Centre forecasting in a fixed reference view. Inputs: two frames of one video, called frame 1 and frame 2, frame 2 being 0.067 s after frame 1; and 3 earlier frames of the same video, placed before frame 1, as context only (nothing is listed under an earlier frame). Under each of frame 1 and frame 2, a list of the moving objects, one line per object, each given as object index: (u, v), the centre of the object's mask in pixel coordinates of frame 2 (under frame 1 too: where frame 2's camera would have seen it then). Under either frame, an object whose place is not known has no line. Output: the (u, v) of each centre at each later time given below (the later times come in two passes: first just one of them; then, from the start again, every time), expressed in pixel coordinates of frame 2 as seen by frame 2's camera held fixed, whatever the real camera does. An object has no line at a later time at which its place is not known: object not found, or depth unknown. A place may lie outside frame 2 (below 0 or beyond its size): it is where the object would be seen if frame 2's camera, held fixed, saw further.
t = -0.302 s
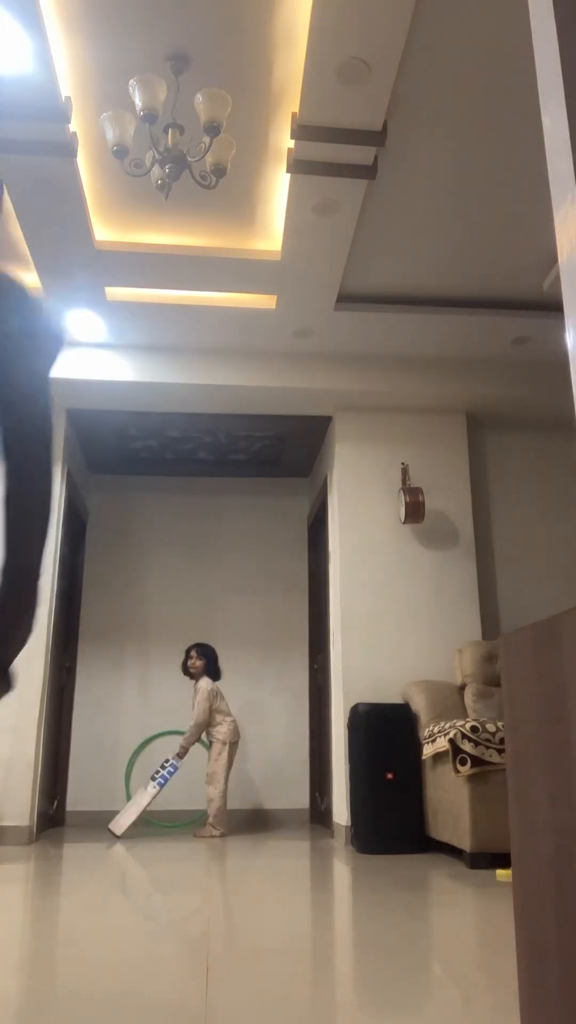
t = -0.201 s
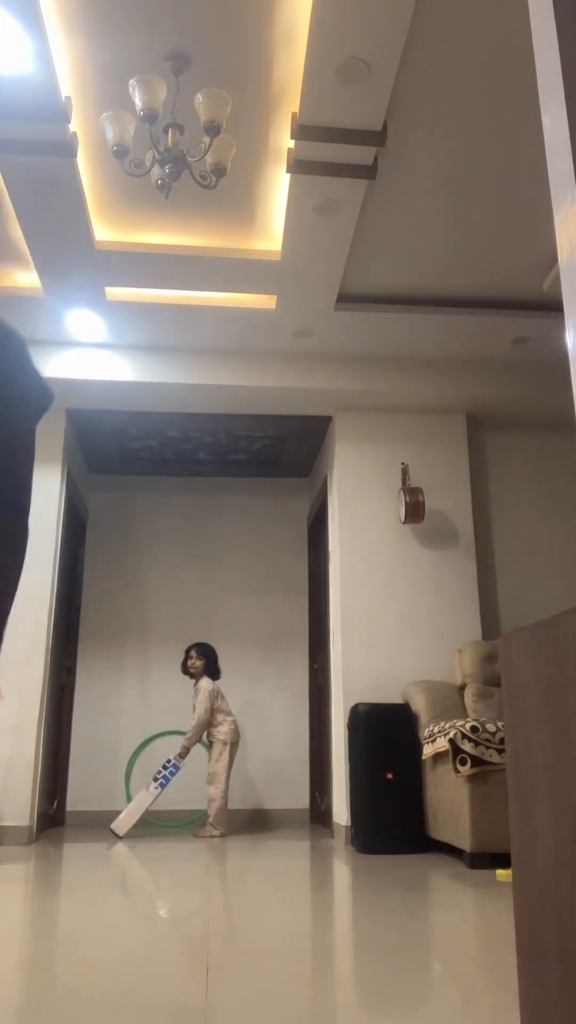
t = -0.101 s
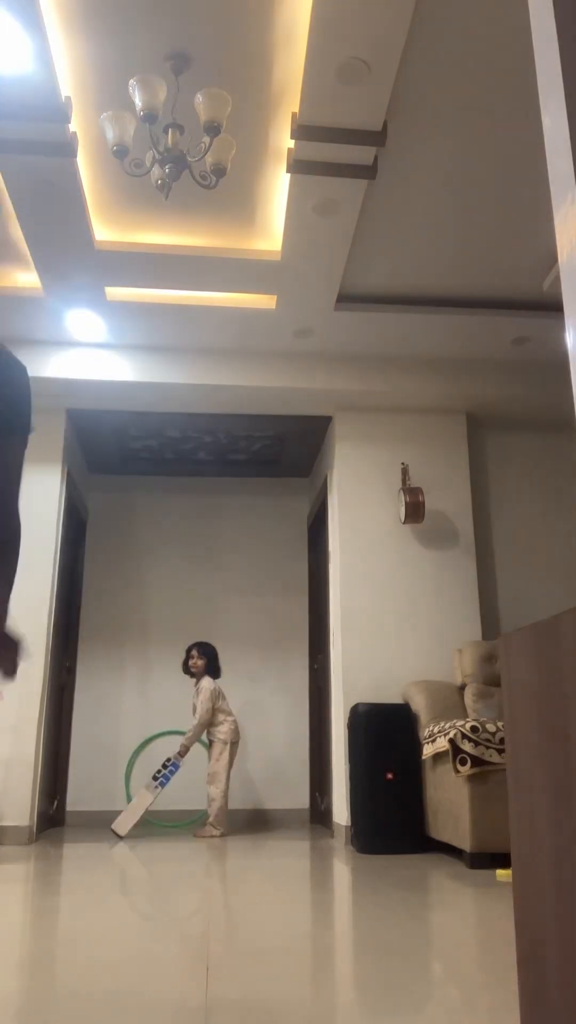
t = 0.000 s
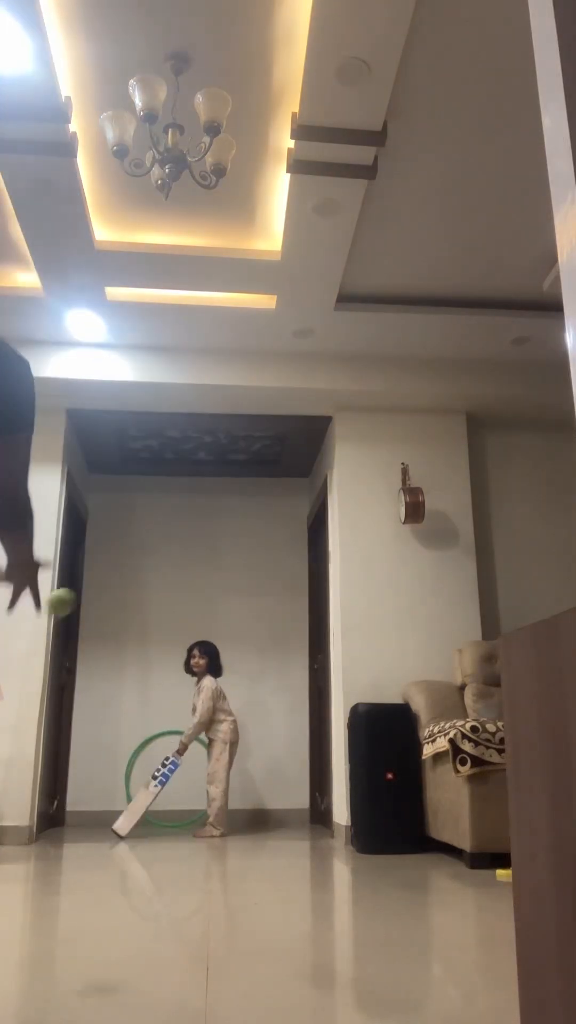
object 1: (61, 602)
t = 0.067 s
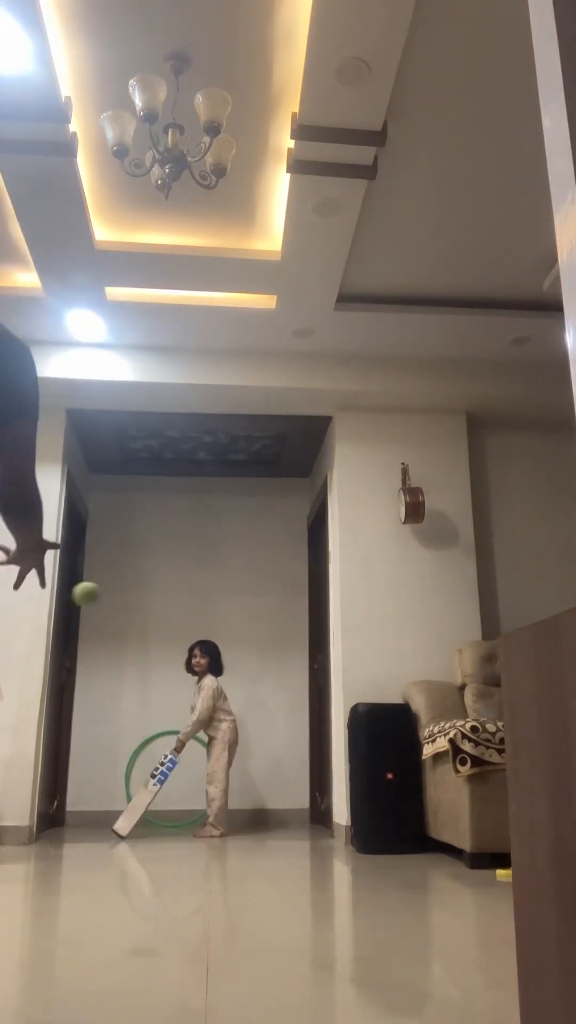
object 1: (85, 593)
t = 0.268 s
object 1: (137, 647)
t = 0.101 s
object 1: (97, 594)
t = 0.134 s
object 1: (106, 600)
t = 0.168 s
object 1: (116, 608)
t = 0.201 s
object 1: (123, 618)
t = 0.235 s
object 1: (130, 632)
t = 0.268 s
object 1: (137, 647)
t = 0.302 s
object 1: (144, 666)
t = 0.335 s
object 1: (148, 687)
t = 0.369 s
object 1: (154, 706)
